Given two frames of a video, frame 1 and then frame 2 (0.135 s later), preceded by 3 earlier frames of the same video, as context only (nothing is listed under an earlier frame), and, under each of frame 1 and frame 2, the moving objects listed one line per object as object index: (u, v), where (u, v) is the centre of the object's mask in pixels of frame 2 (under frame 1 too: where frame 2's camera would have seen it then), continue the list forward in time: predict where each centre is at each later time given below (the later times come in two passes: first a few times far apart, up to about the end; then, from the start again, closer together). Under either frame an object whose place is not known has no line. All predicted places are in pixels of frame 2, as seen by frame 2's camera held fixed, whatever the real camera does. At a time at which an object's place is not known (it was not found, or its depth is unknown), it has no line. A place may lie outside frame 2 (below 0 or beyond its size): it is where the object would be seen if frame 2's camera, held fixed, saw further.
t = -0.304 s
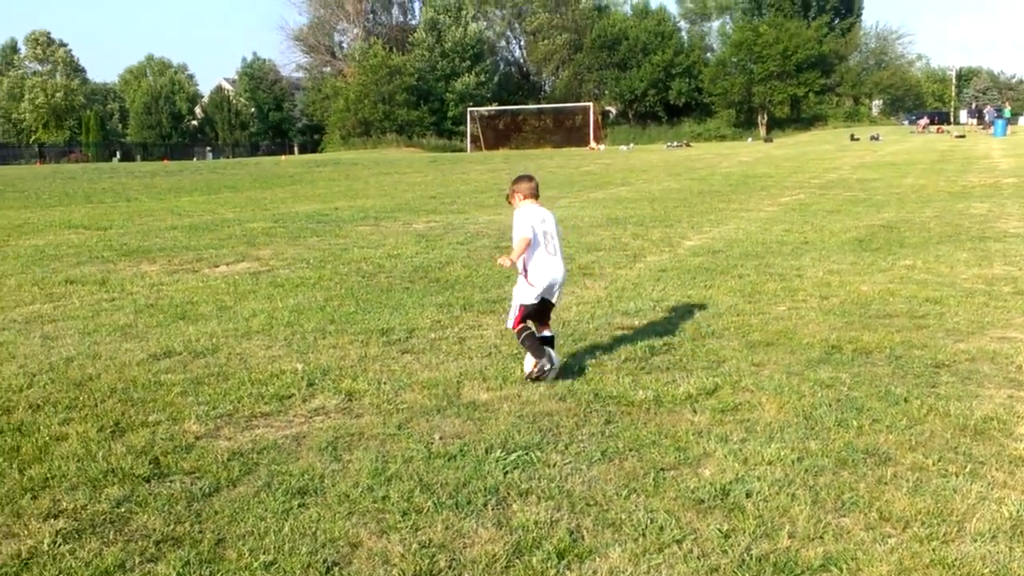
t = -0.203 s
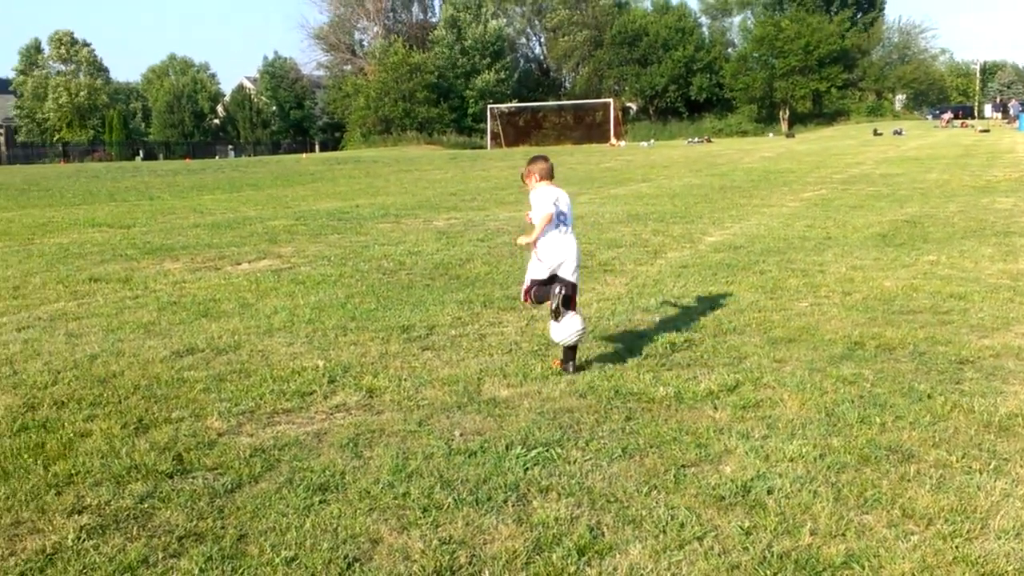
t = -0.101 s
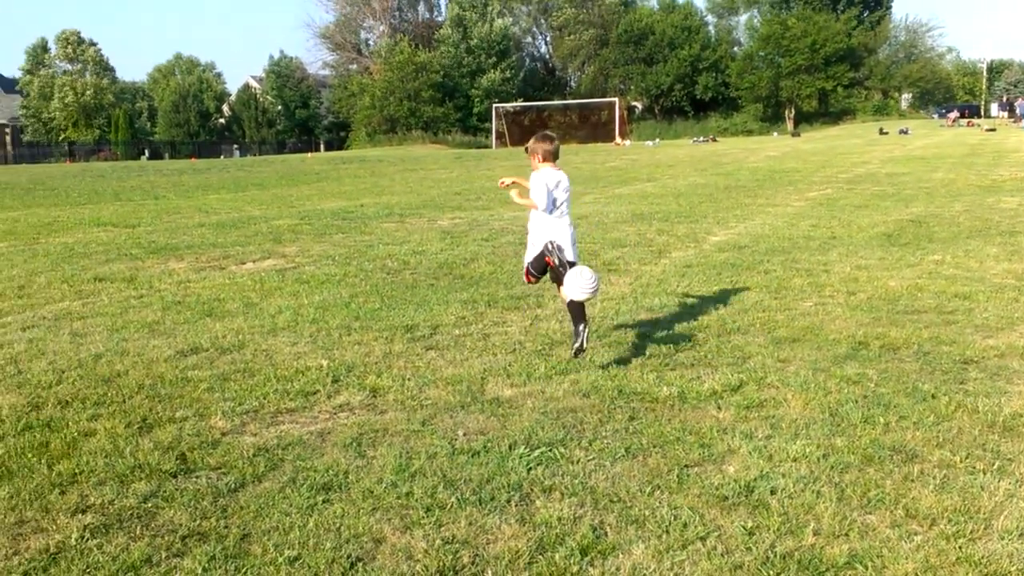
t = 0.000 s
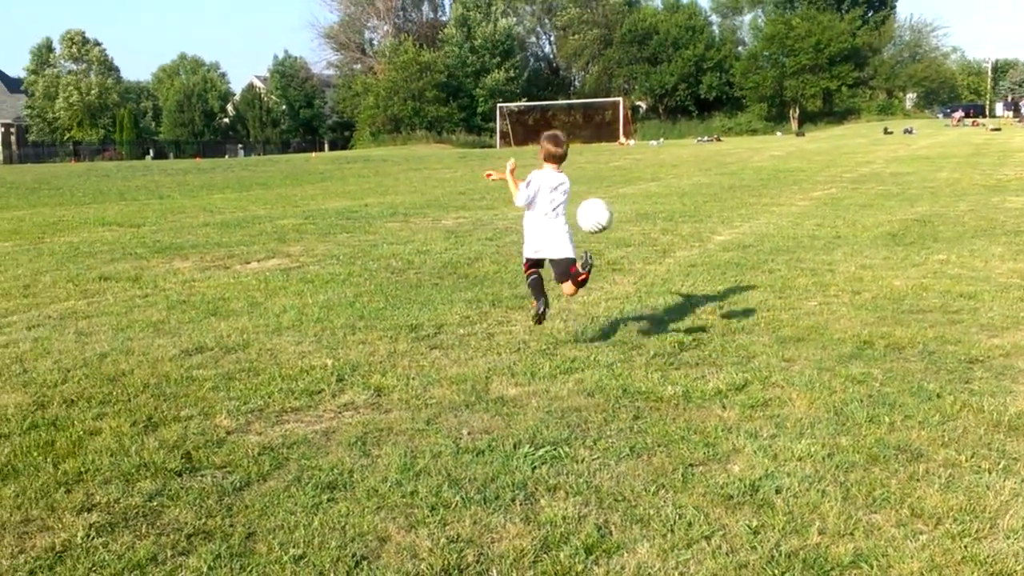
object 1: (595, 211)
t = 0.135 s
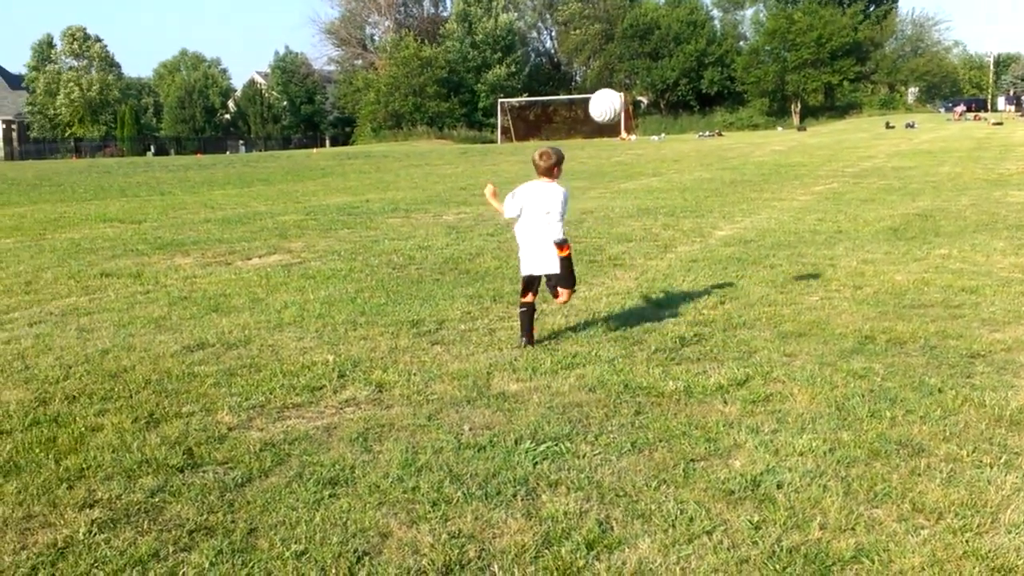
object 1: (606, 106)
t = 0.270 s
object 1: (614, 37)
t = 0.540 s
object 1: (624, 4)
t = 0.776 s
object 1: (627, 63)
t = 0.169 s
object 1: (608, 85)
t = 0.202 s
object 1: (610, 66)
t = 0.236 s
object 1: (613, 50)
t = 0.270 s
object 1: (614, 37)
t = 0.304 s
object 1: (616, 25)
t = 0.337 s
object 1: (618, 16)
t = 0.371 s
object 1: (620, 8)
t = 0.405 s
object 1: (620, 4)
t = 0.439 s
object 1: (621, 3)
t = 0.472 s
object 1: (622, 2)
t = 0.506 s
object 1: (623, 3)
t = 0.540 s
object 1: (624, 4)
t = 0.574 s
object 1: (624, 7)
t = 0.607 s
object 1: (625, 12)
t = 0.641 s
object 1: (626, 20)
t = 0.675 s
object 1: (627, 29)
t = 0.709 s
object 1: (627, 39)
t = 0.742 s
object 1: (627, 51)
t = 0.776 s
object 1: (627, 63)
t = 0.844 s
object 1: (627, 93)
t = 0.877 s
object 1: (628, 111)
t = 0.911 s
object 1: (627, 128)
